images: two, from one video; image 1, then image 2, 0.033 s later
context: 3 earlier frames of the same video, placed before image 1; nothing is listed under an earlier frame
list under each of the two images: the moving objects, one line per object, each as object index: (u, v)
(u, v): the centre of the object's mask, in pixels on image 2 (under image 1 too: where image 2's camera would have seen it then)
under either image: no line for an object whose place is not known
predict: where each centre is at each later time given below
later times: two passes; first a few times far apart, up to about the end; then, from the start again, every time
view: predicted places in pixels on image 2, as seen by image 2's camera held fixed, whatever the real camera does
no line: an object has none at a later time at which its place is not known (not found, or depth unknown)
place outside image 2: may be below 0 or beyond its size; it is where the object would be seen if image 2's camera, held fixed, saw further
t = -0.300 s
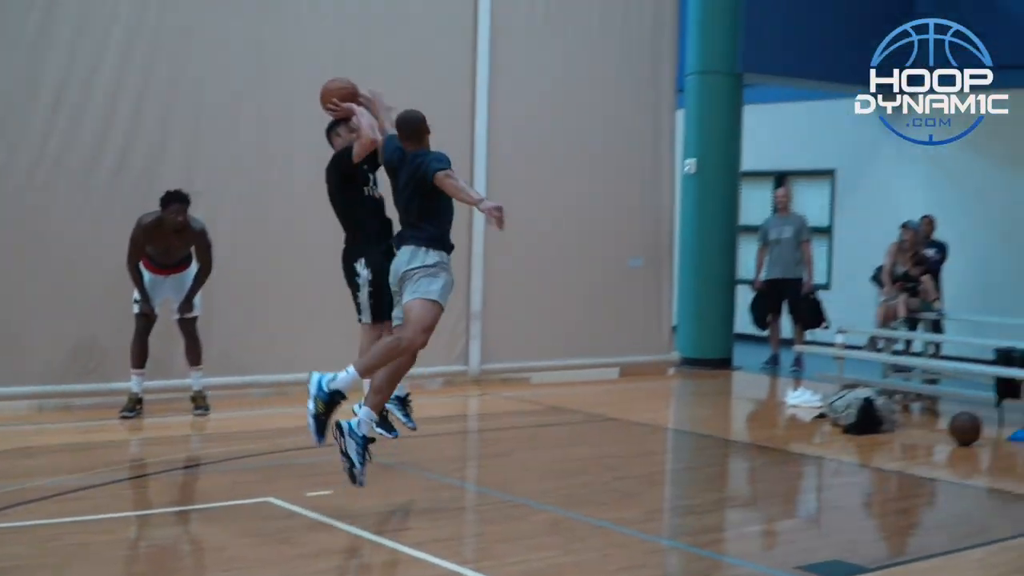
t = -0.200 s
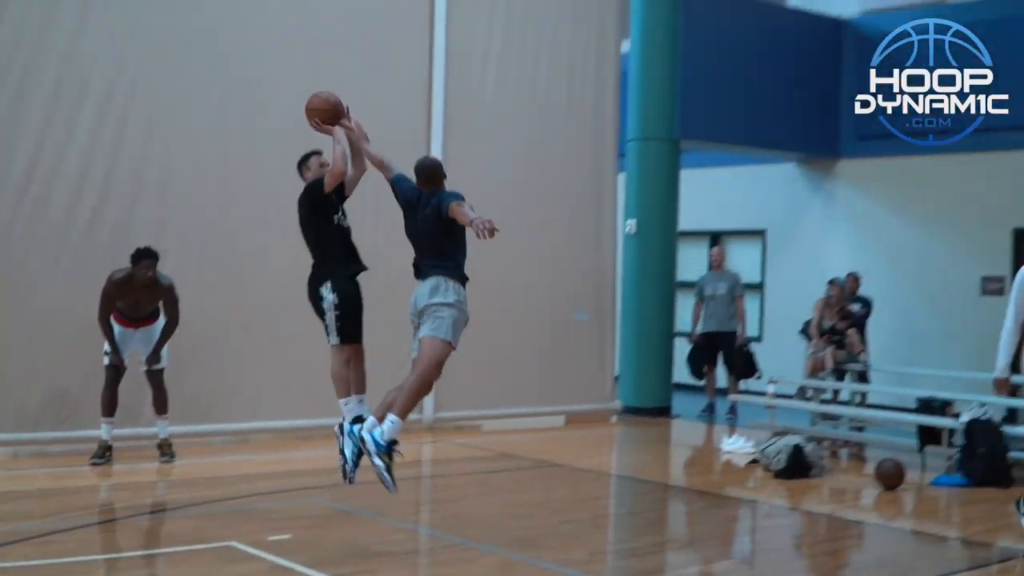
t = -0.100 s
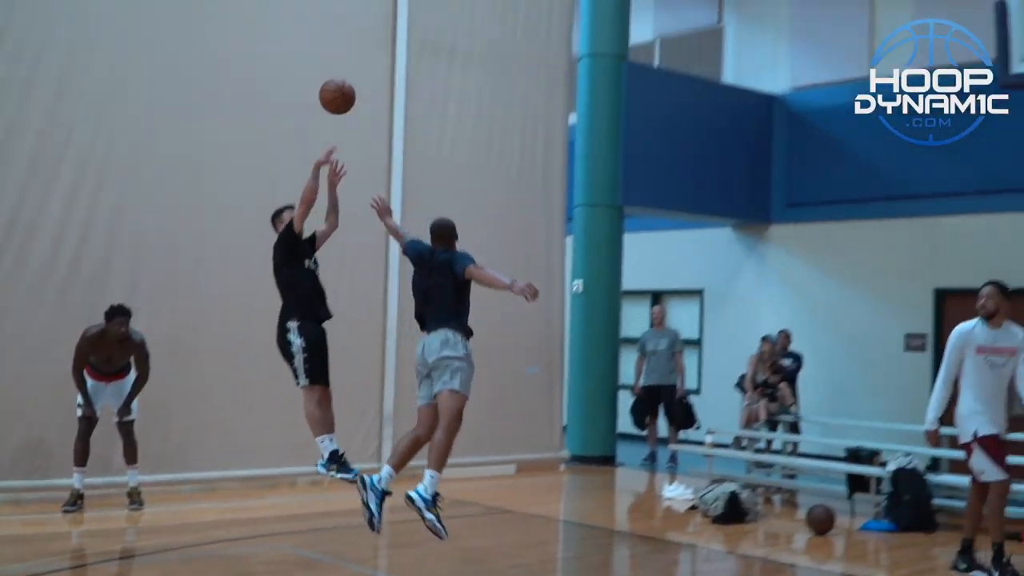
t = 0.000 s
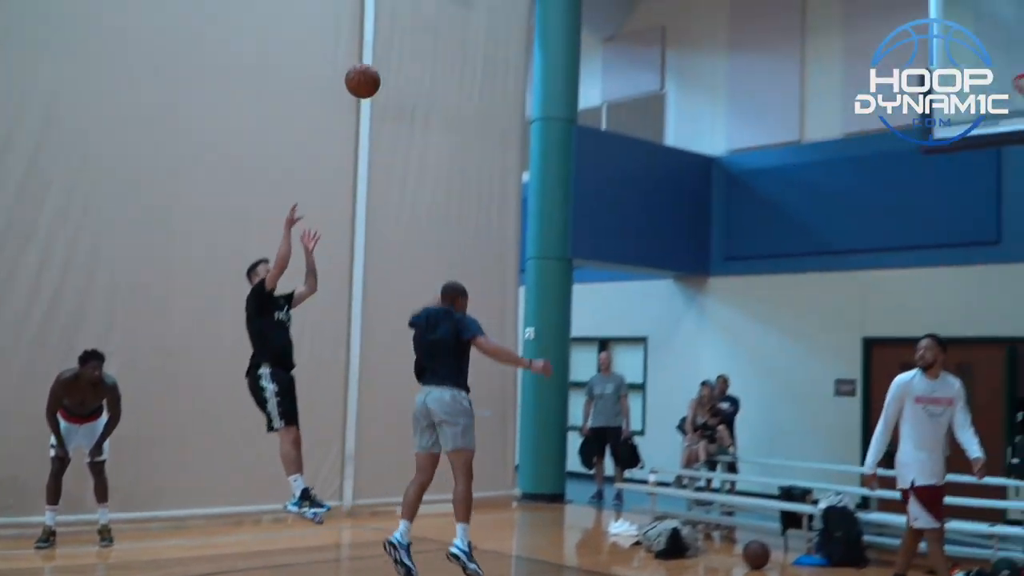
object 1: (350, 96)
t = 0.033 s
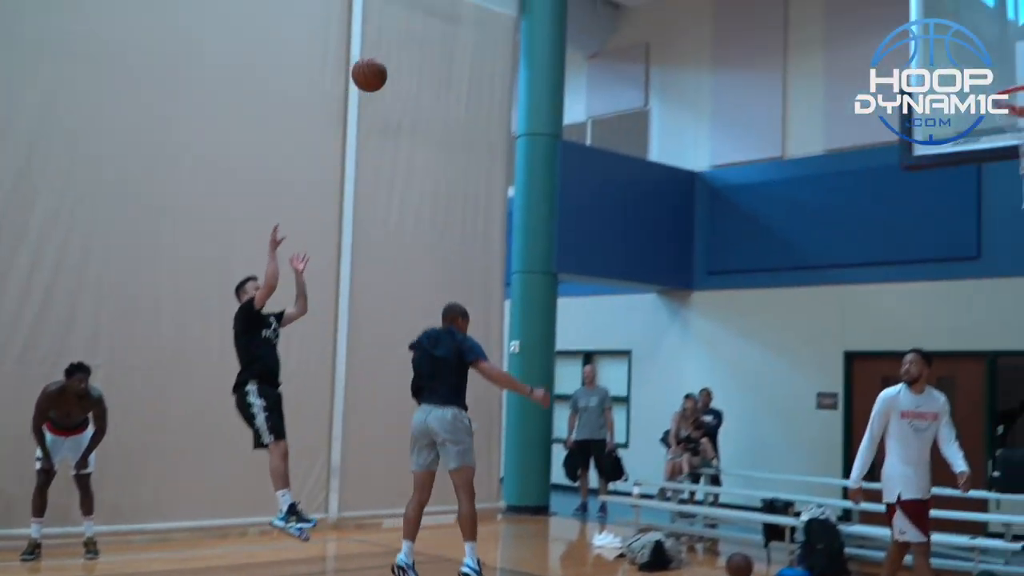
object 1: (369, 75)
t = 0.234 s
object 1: (491, -30)
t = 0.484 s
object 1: (659, -92)
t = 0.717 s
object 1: (844, -61)
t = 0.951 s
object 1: (1071, 80)
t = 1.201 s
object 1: (1021, 173)
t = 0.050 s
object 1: (379, 64)
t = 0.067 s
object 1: (389, 54)
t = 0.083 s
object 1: (399, 45)
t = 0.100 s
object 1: (409, 35)
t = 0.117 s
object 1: (419, 25)
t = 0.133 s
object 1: (429, 17)
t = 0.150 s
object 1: (439, 8)
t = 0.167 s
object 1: (449, 0)
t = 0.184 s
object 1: (460, -8)
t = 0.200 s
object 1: (470, -16)
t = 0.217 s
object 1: (481, -24)
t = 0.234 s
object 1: (491, -30)
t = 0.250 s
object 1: (502, -37)
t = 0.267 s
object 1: (512, -44)
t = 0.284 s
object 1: (523, -50)
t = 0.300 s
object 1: (534, -56)
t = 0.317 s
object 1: (544, -60)
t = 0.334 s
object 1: (555, -65)
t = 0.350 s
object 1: (566, -70)
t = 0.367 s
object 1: (577, -74)
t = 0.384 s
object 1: (589, -78)
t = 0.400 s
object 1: (600, -81)
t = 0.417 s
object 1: (611, -84)
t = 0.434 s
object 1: (623, -86)
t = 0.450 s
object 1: (635, -89)
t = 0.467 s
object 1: (647, -91)
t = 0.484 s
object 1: (659, -92)
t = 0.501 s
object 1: (672, -92)
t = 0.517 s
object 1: (684, -93)
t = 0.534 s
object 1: (697, -93)
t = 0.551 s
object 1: (709, -92)
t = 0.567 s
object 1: (722, -91)
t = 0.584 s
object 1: (735, -90)
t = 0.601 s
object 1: (748, -88)
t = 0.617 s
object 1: (761, -86)
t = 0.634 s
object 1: (775, -83)
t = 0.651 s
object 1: (788, -79)
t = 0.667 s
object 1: (802, -75)
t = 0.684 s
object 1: (816, -71)
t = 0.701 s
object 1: (830, -66)
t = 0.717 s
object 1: (844, -61)
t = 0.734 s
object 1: (859, -54)
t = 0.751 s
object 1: (874, -48)
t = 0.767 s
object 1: (888, -40)
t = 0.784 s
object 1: (904, -33)
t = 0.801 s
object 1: (920, -25)
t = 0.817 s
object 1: (936, -15)
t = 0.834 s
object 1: (952, -5)
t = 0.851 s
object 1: (968, 6)
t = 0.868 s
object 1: (984, 17)
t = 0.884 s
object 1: (1001, 29)
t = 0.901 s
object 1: (1018, 41)
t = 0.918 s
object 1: (1036, 55)
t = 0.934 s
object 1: (1052, 65)
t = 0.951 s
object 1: (1071, 80)
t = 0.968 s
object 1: (1068, 92)
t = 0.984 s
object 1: (1054, 101)
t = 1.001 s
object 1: (1037, 109)
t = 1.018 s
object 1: (1019, 116)
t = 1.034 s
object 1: (1007, 122)
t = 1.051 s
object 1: (1005, 132)
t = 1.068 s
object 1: (1003, 137)
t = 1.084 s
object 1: (1002, 140)
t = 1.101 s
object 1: (1003, 143)
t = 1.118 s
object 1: (1006, 149)
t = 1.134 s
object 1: (1009, 152)
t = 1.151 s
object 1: (1010, 155)
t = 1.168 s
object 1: (1013, 160)
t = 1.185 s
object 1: (1017, 166)
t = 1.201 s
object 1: (1021, 173)
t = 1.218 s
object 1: (1022, 183)
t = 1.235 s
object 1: (1023, 187)
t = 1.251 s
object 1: (1025, 192)
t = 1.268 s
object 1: (1027, 200)
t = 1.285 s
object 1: (1029, 208)
